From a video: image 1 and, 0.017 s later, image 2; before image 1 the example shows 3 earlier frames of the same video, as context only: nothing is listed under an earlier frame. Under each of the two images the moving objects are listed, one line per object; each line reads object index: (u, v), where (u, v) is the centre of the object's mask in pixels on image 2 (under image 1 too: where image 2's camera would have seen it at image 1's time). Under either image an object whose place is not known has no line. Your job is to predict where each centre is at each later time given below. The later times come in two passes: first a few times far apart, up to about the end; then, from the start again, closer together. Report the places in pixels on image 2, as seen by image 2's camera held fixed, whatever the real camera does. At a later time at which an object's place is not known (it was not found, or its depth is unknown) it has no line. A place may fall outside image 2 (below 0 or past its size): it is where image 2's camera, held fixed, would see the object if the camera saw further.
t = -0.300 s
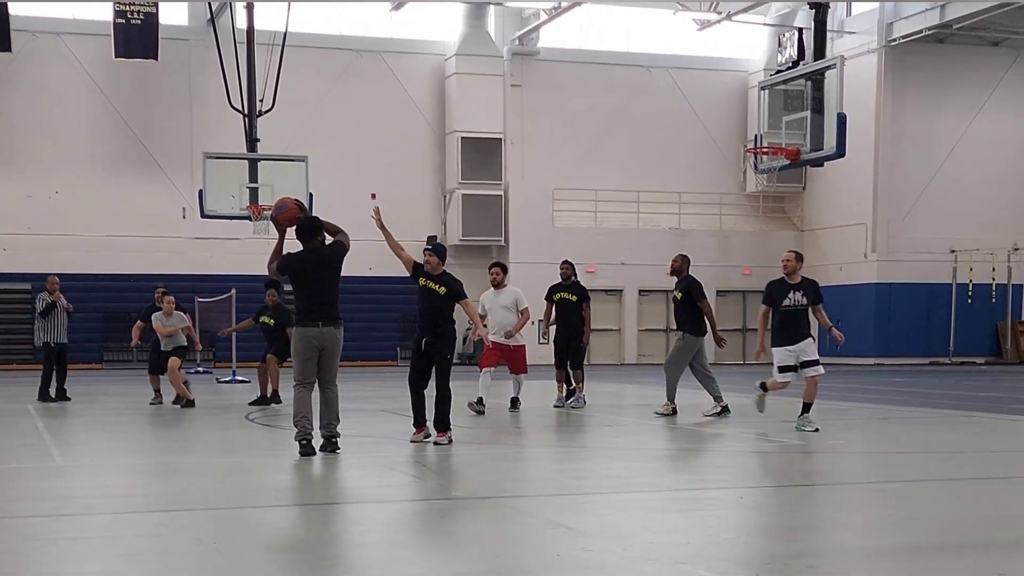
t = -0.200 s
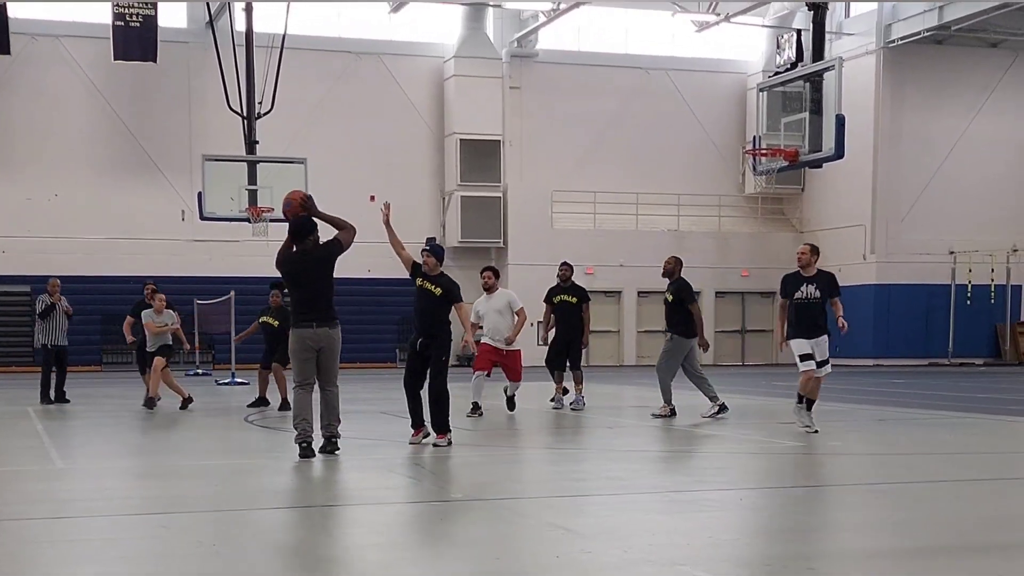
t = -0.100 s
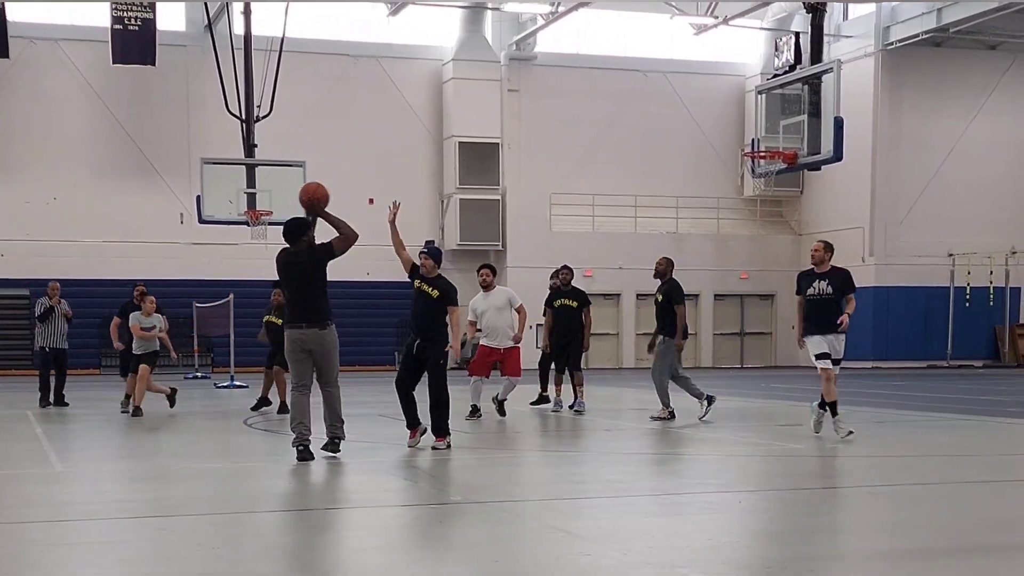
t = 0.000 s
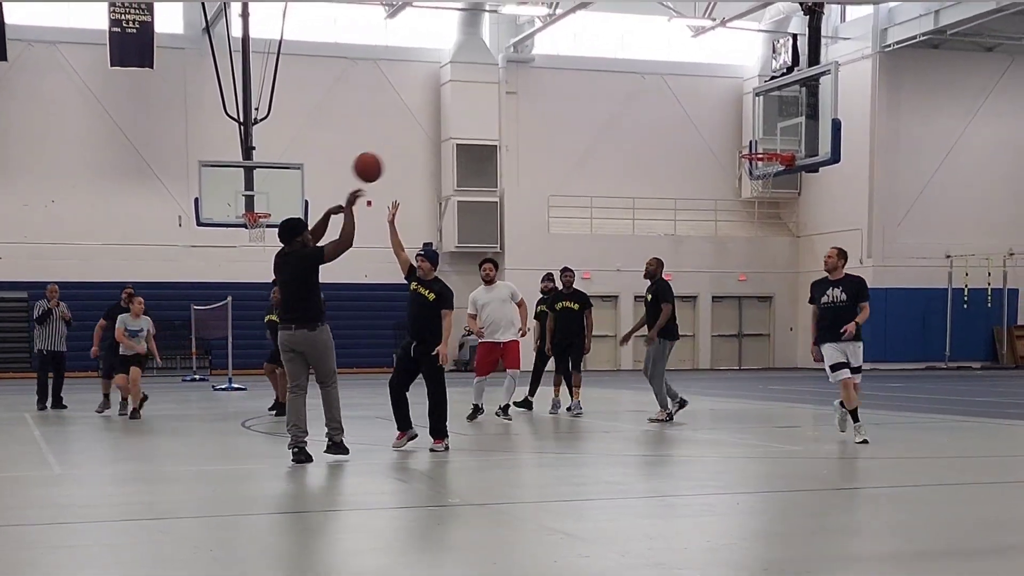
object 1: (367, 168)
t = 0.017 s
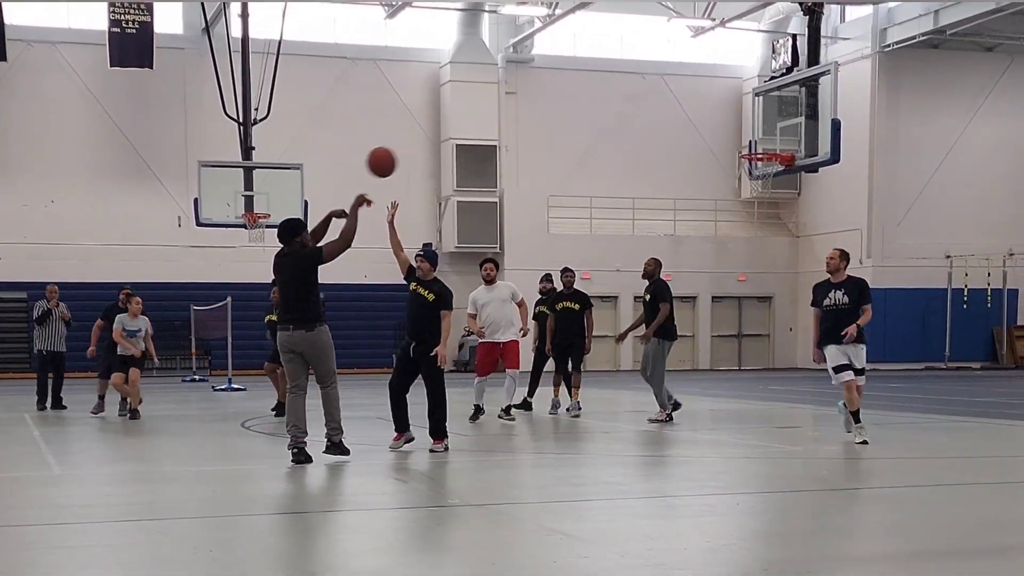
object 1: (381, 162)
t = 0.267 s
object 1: (587, 122)
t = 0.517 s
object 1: (786, 163)
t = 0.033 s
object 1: (395, 157)
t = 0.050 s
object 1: (409, 152)
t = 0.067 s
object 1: (423, 147)
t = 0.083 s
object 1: (437, 143)
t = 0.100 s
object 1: (450, 140)
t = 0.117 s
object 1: (464, 136)
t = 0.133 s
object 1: (478, 133)
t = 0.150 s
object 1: (492, 130)
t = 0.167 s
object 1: (506, 128)
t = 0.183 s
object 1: (519, 126)
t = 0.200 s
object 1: (533, 125)
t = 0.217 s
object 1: (546, 124)
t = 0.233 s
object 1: (560, 123)
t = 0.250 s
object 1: (574, 122)
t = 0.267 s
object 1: (587, 122)
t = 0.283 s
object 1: (601, 122)
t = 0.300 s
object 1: (614, 123)
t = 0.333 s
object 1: (641, 125)
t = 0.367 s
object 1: (668, 129)
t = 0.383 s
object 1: (681, 132)
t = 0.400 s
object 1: (695, 134)
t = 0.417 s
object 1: (708, 137)
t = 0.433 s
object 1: (721, 141)
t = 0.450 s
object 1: (734, 144)
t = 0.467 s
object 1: (747, 149)
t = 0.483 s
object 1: (761, 153)
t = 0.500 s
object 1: (774, 158)
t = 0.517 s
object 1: (786, 163)
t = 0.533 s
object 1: (798, 168)
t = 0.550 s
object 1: (811, 174)
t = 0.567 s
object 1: (824, 181)
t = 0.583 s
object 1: (837, 187)
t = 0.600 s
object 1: (850, 194)
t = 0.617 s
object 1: (862, 201)
